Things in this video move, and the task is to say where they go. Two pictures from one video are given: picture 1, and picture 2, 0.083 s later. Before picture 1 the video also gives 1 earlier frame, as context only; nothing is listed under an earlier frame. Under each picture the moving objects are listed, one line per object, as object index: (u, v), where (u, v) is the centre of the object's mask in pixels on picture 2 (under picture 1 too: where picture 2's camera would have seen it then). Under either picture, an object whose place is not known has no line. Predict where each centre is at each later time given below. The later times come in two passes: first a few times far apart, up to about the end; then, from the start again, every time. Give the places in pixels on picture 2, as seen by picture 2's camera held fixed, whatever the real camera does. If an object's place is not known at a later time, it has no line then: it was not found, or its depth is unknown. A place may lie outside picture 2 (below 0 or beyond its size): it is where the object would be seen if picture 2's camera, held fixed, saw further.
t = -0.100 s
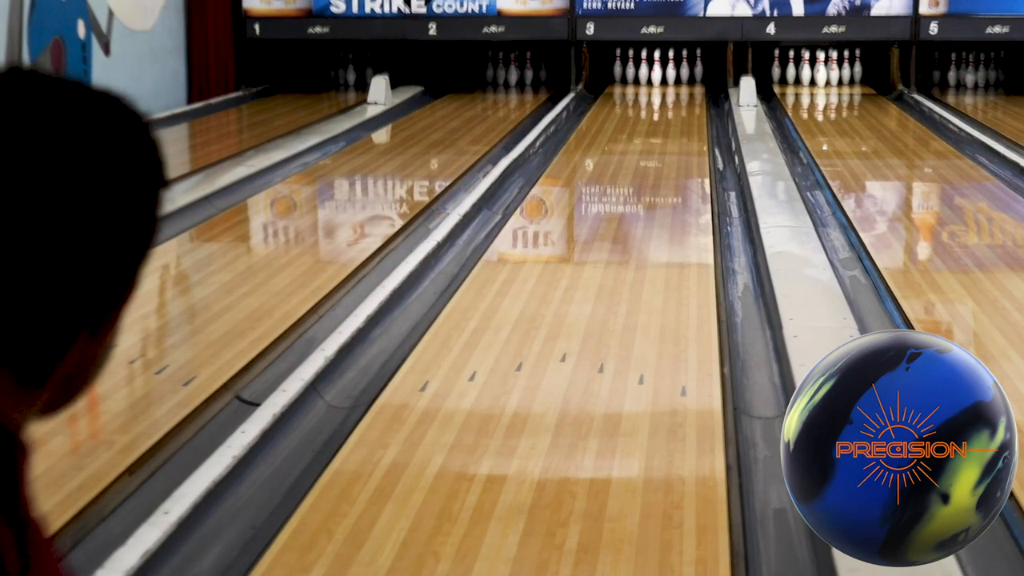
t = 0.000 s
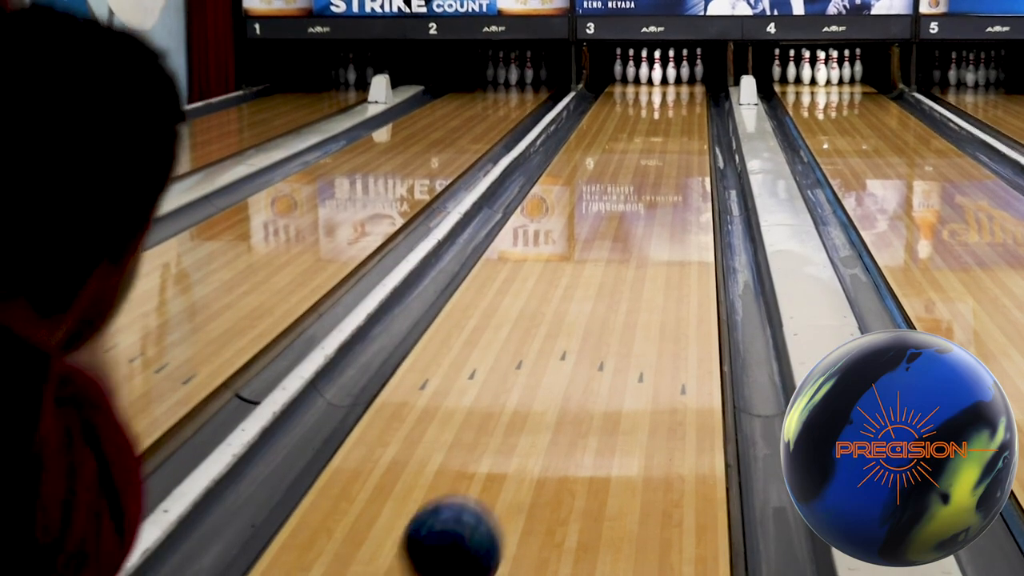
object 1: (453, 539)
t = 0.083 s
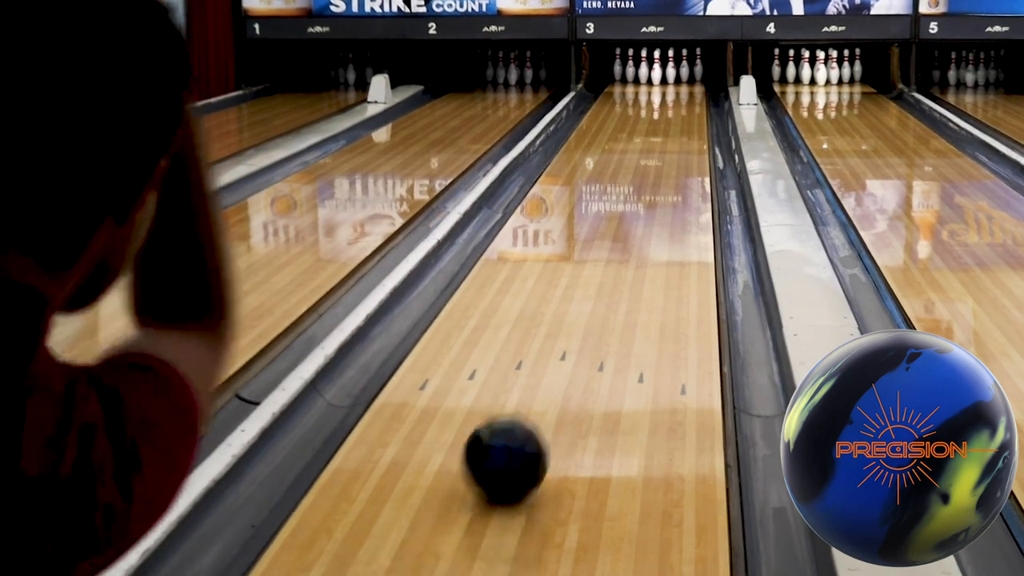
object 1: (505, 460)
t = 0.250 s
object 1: (574, 344)
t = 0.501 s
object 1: (630, 246)
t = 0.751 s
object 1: (662, 187)
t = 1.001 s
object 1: (679, 150)
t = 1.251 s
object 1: (687, 123)
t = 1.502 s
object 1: (686, 103)
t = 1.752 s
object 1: (677, 88)
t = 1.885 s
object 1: (671, 81)
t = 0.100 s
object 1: (515, 444)
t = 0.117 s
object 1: (522, 430)
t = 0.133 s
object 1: (531, 417)
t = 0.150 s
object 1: (537, 405)
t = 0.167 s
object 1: (544, 394)
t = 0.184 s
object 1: (551, 383)
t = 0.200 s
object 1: (557, 372)
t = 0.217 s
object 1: (563, 363)
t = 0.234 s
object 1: (569, 353)
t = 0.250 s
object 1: (574, 344)
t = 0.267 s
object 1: (579, 336)
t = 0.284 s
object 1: (584, 328)
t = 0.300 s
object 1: (588, 320)
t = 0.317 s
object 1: (593, 312)
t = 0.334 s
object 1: (597, 305)
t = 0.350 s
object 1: (601, 298)
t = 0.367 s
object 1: (605, 291)
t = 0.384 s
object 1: (608, 285)
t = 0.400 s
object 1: (612, 279)
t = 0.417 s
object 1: (616, 273)
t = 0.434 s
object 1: (619, 267)
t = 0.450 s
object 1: (622, 262)
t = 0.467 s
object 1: (625, 256)
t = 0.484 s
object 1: (628, 251)
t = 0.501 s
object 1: (630, 246)
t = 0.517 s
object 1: (633, 241)
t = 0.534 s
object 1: (636, 236)
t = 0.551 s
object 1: (638, 232)
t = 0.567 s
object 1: (641, 227)
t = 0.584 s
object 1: (643, 223)
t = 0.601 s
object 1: (645, 219)
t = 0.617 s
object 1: (648, 215)
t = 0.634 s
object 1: (650, 211)
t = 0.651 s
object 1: (652, 207)
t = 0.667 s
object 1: (654, 204)
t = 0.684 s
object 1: (656, 200)
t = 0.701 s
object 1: (658, 197)
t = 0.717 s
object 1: (659, 194)
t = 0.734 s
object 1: (661, 191)
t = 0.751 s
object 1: (662, 187)
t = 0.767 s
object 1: (664, 185)
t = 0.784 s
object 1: (665, 181)
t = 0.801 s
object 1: (667, 179)
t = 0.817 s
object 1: (668, 176)
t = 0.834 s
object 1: (669, 173)
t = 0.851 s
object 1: (671, 171)
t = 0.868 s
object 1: (672, 168)
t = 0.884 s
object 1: (673, 165)
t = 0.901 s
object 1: (674, 163)
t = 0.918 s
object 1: (675, 161)
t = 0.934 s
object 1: (676, 158)
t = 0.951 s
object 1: (677, 156)
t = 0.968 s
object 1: (677, 154)
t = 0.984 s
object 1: (679, 152)
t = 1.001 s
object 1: (679, 150)
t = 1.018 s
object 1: (680, 147)
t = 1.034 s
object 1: (681, 146)
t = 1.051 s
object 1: (682, 144)
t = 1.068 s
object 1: (682, 141)
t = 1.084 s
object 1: (683, 140)
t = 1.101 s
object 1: (683, 138)
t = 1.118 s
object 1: (684, 136)
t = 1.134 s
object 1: (685, 134)
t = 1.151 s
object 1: (685, 132)
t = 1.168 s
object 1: (686, 130)
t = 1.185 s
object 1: (686, 129)
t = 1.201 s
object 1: (686, 127)
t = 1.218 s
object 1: (687, 126)
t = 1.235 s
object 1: (687, 124)
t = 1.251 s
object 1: (687, 123)
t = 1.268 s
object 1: (687, 121)
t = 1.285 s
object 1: (687, 120)
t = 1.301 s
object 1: (687, 118)
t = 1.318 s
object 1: (687, 117)
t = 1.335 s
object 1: (687, 116)
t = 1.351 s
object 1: (687, 114)
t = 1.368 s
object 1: (687, 113)
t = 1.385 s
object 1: (687, 112)
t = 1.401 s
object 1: (687, 110)
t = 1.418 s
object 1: (687, 109)
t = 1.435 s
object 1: (687, 108)
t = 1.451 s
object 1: (686, 107)
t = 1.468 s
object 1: (686, 105)
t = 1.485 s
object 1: (686, 104)
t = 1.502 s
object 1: (686, 103)
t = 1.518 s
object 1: (685, 102)
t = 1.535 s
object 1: (685, 101)
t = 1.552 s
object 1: (684, 100)
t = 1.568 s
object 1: (684, 99)
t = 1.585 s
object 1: (684, 98)
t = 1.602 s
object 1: (683, 97)
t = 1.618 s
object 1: (683, 96)
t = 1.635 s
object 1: (682, 95)
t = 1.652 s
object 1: (681, 94)
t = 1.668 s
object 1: (681, 93)
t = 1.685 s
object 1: (680, 92)
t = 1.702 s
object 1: (680, 91)
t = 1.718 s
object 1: (679, 90)
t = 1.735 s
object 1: (678, 89)
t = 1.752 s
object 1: (677, 88)
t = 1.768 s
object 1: (676, 87)
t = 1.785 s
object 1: (676, 87)
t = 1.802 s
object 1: (675, 86)
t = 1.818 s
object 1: (675, 85)
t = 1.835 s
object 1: (674, 84)
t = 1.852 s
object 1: (672, 83)
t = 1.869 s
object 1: (671, 82)
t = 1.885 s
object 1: (671, 81)
